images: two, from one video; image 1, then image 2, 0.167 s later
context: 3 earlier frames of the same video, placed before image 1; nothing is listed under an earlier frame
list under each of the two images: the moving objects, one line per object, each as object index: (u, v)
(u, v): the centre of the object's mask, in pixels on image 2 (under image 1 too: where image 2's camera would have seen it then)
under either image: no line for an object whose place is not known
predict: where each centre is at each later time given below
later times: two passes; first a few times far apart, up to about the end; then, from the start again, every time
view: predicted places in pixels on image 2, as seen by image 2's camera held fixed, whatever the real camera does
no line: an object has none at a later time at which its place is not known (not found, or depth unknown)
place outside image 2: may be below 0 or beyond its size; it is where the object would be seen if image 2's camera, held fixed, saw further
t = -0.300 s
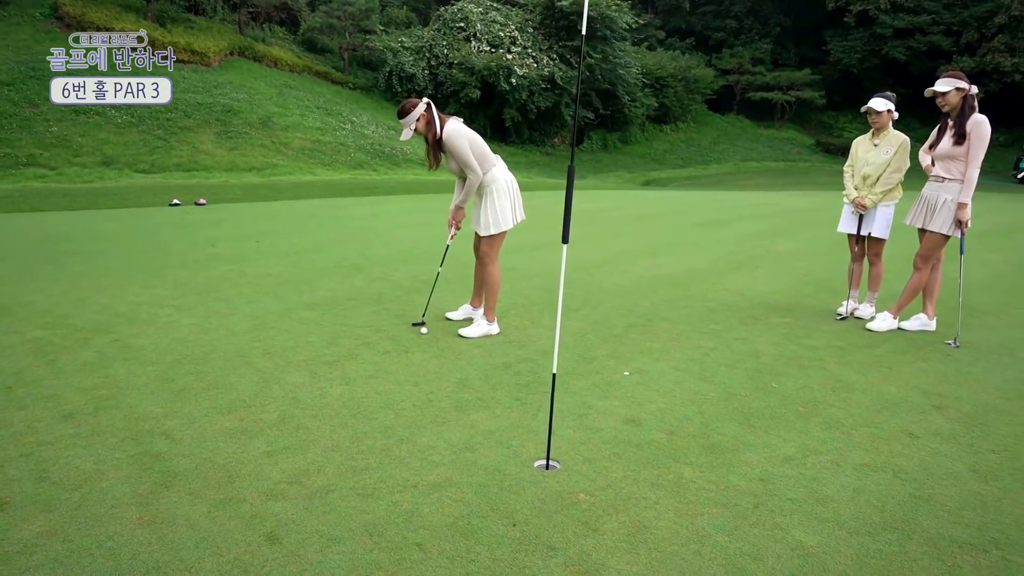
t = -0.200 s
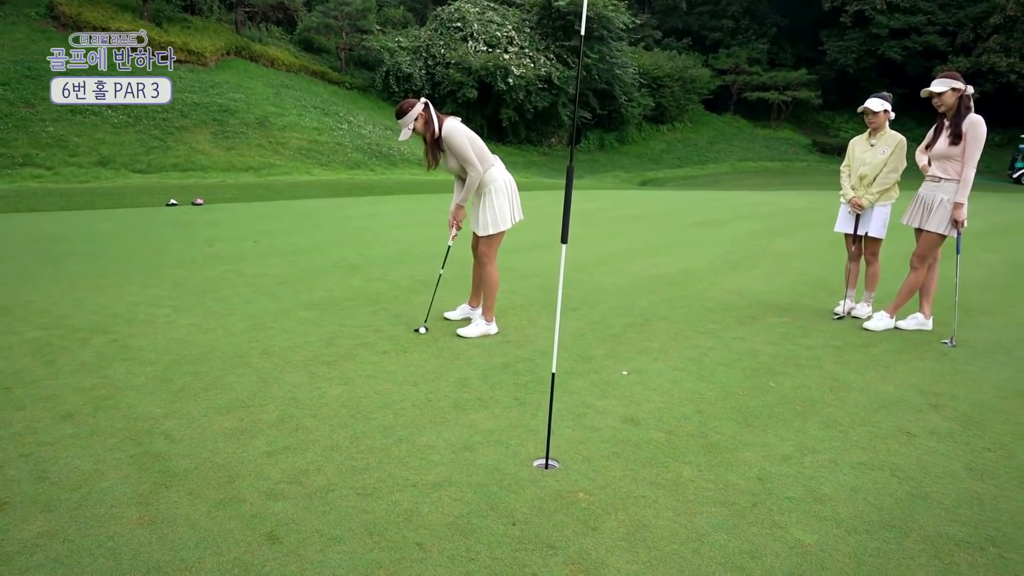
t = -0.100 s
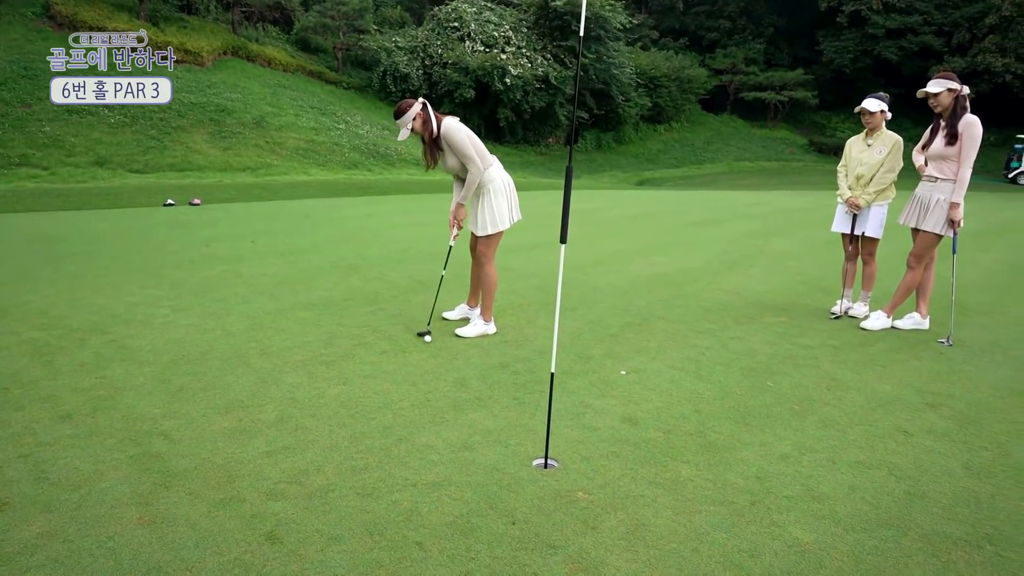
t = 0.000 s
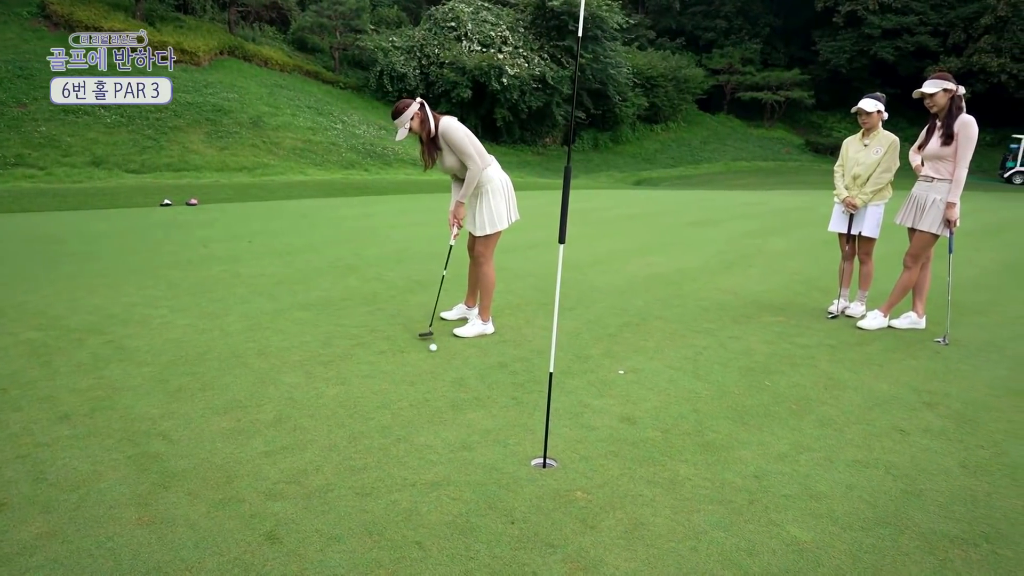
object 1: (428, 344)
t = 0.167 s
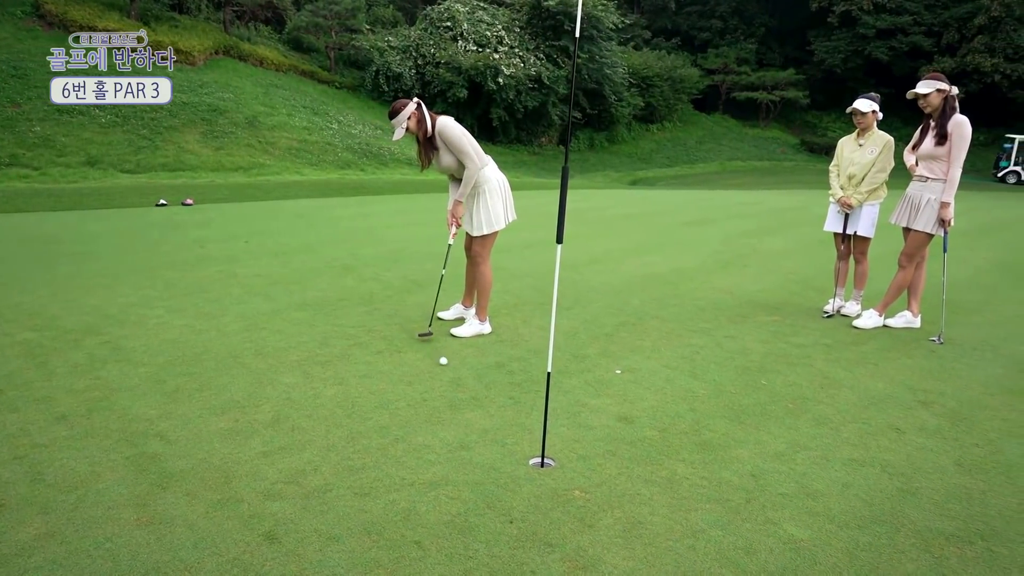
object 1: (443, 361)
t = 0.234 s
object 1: (449, 367)
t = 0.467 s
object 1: (469, 388)
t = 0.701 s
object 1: (493, 412)
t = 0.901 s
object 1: (516, 434)
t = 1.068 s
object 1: (535, 453)
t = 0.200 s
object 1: (446, 364)
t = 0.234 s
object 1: (449, 367)
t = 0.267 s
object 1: (452, 370)
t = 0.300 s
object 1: (454, 373)
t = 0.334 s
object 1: (457, 376)
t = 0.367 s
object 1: (460, 379)
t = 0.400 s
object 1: (463, 382)
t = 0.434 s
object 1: (466, 385)
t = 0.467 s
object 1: (469, 388)
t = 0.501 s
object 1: (473, 392)
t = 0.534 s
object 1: (476, 395)
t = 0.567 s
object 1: (479, 398)
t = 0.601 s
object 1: (483, 401)
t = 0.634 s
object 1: (486, 405)
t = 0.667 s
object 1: (490, 408)
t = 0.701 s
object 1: (493, 412)
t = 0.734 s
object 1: (497, 415)
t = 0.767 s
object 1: (500, 419)
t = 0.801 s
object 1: (504, 422)
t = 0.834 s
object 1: (508, 426)
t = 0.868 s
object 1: (512, 430)
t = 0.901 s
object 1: (516, 434)
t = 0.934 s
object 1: (520, 437)
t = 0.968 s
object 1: (524, 441)
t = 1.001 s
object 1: (527, 445)
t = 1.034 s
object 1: (531, 449)
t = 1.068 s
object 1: (535, 453)
